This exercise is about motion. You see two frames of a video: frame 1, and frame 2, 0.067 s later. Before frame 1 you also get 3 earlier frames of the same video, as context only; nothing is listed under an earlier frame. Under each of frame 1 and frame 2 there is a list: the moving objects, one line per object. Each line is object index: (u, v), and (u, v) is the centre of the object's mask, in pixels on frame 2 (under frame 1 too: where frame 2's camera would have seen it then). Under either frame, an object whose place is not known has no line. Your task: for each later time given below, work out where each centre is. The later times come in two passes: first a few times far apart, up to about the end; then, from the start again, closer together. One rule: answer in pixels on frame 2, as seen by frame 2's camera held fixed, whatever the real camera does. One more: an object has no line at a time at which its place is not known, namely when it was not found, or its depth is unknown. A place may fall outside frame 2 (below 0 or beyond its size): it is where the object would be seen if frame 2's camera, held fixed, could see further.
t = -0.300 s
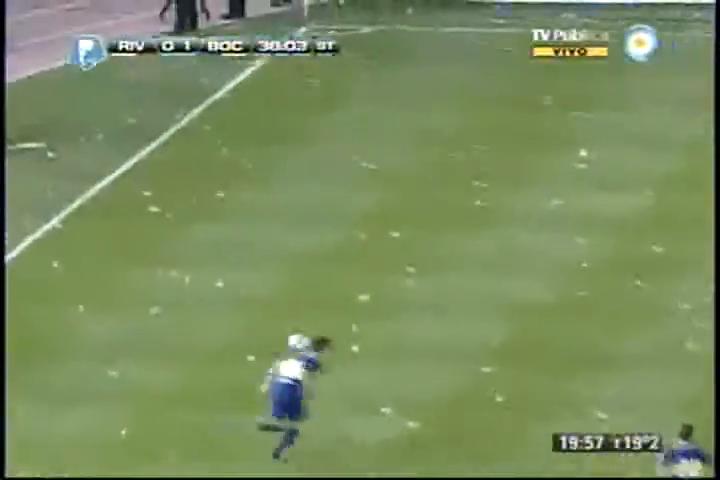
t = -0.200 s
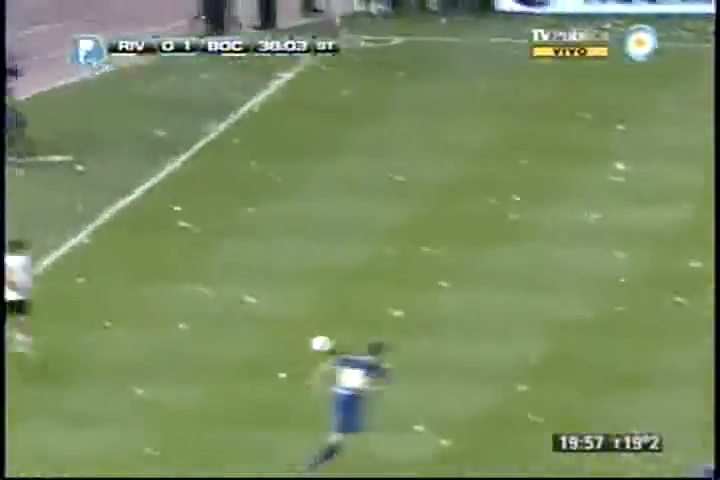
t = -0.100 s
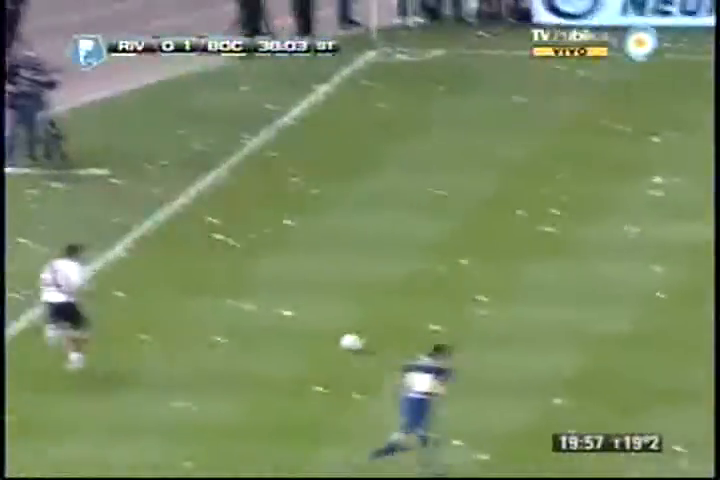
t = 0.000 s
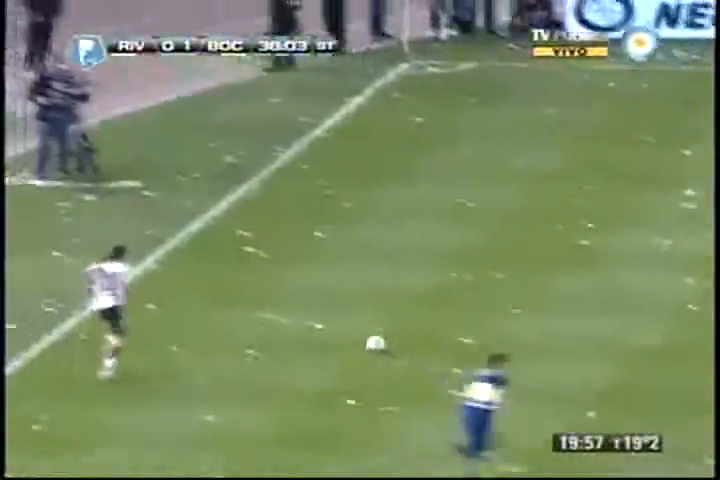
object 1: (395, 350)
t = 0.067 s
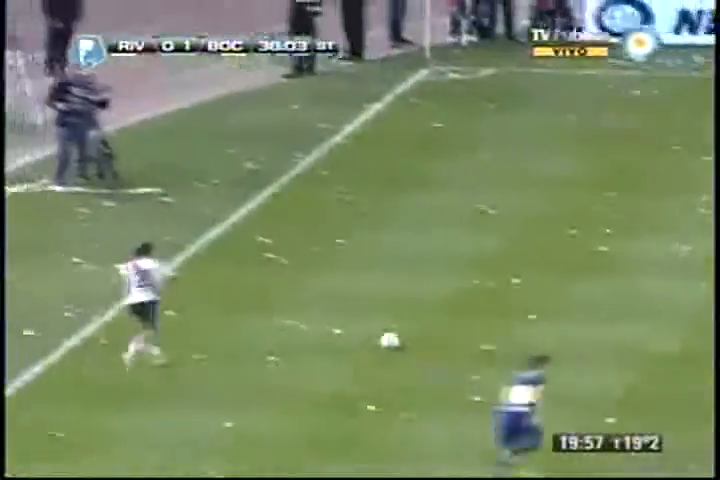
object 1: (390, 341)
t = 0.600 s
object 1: (353, 287)
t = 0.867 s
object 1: (339, 265)
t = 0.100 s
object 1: (388, 337)
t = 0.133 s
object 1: (386, 334)
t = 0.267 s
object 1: (378, 319)
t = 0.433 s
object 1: (366, 301)
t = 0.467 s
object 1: (364, 299)
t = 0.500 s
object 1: (362, 297)
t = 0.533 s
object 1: (360, 293)
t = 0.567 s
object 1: (357, 289)
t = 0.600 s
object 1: (353, 287)
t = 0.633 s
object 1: (351, 284)
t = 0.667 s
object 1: (349, 281)
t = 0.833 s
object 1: (342, 268)
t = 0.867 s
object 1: (339, 265)
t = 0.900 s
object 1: (337, 262)
